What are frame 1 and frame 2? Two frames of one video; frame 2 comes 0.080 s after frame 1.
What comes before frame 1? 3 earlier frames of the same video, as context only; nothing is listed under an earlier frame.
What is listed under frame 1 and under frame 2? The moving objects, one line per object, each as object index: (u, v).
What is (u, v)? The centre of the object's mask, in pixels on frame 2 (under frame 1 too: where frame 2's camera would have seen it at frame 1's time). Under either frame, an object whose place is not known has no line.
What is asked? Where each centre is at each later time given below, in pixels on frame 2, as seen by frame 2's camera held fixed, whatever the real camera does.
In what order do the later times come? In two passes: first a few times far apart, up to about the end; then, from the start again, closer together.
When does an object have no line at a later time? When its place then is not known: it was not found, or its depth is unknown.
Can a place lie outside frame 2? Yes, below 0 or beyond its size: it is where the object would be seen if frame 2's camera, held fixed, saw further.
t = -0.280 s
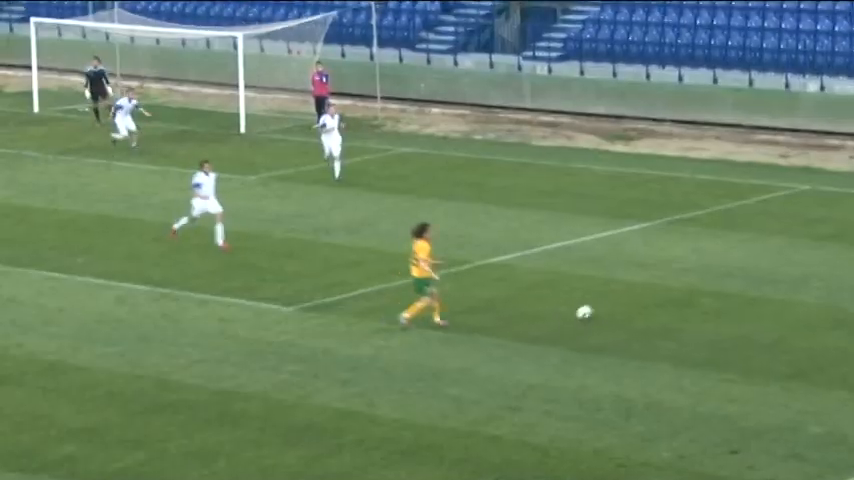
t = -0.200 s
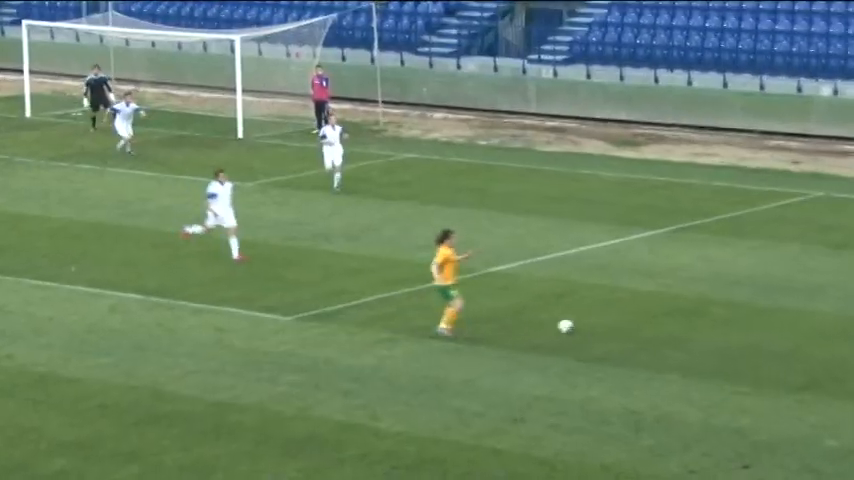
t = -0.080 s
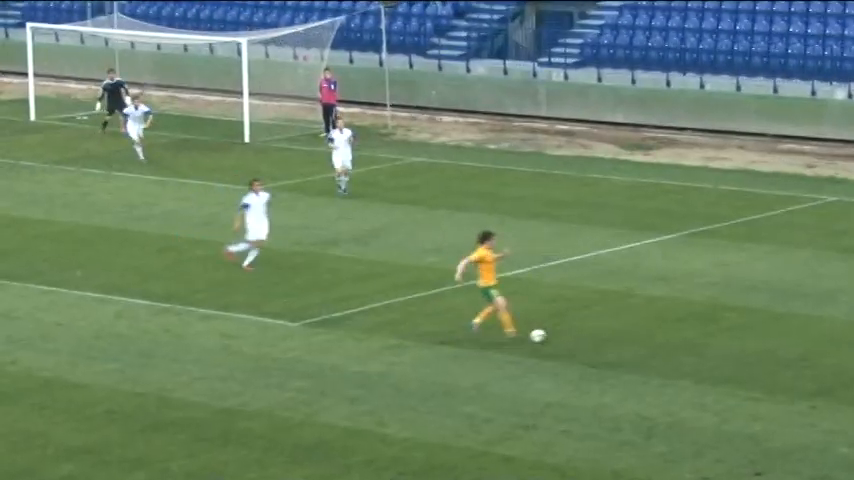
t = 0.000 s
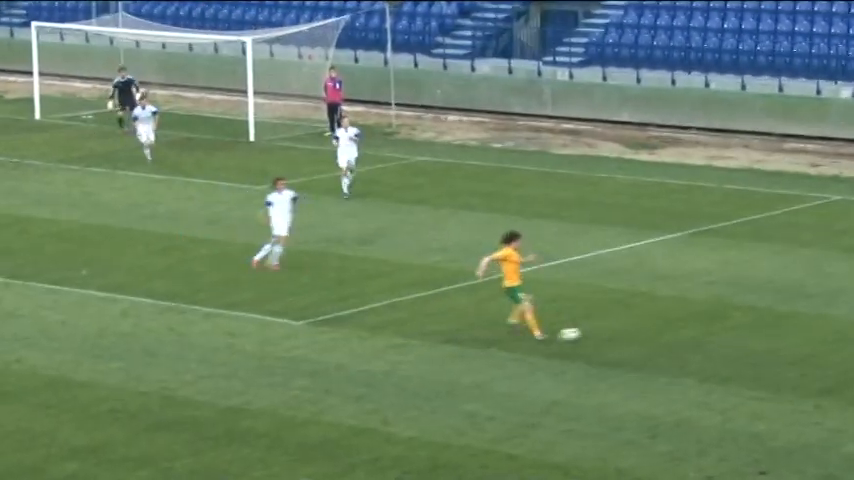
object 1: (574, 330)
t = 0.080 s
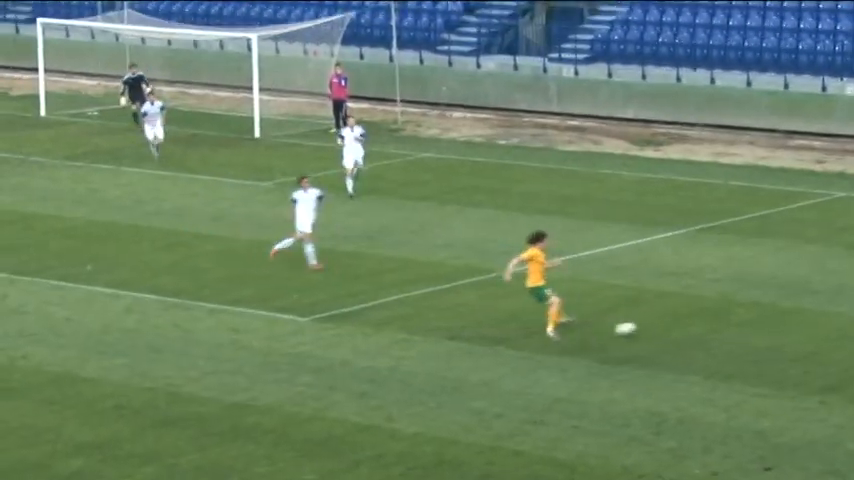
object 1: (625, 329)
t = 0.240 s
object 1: (720, 326)
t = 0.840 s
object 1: (982, 326)
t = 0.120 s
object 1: (650, 329)
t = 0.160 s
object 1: (674, 329)
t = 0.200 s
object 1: (697, 327)
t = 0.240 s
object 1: (720, 326)
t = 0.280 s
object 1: (741, 326)
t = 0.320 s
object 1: (763, 327)
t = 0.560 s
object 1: (876, 326)
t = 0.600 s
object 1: (891, 326)
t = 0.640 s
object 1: (908, 326)
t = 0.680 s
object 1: (926, 326)
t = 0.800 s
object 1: (966, 326)
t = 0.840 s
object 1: (982, 326)
